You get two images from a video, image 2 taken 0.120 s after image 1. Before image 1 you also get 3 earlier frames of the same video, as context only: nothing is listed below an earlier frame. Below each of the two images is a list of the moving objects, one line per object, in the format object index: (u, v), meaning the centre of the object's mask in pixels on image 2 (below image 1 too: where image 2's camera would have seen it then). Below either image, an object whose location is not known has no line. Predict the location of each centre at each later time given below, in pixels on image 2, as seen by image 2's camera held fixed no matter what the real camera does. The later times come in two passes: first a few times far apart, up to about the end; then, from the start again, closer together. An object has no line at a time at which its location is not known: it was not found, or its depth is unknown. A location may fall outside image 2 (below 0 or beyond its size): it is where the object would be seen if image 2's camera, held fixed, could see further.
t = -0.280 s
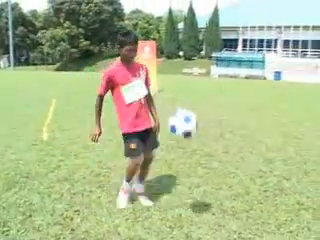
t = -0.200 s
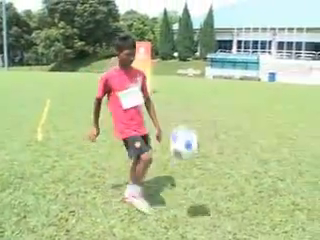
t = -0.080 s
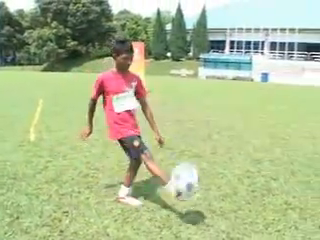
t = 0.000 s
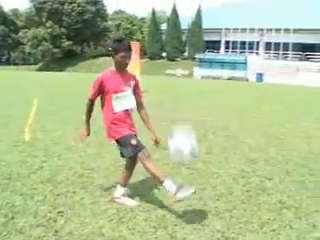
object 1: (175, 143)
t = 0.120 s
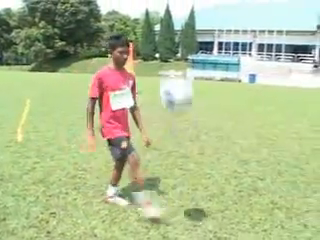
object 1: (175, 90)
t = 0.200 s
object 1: (176, 62)
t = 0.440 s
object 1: (173, 29)
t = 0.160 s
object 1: (177, 75)
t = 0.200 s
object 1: (176, 62)
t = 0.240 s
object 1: (176, 50)
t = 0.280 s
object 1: (176, 42)
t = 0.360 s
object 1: (174, 30)
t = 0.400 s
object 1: (174, 28)
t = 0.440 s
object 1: (173, 29)
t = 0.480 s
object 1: (172, 33)
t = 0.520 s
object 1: (167, 41)
